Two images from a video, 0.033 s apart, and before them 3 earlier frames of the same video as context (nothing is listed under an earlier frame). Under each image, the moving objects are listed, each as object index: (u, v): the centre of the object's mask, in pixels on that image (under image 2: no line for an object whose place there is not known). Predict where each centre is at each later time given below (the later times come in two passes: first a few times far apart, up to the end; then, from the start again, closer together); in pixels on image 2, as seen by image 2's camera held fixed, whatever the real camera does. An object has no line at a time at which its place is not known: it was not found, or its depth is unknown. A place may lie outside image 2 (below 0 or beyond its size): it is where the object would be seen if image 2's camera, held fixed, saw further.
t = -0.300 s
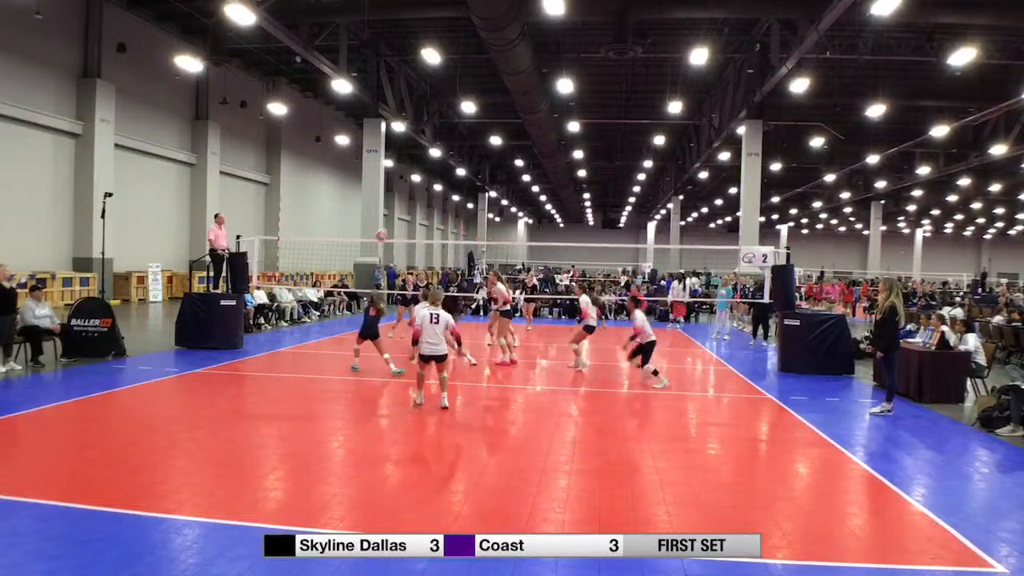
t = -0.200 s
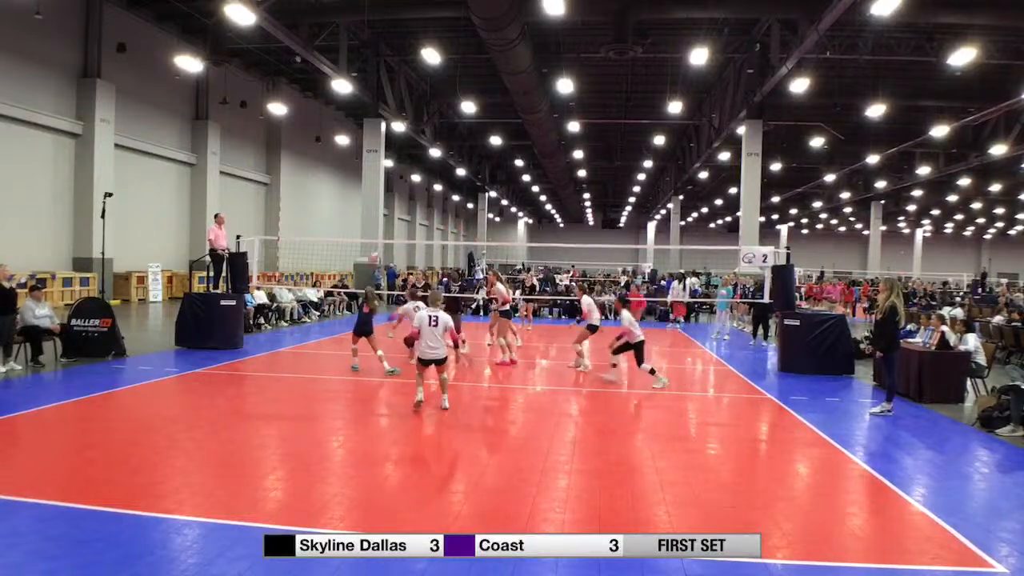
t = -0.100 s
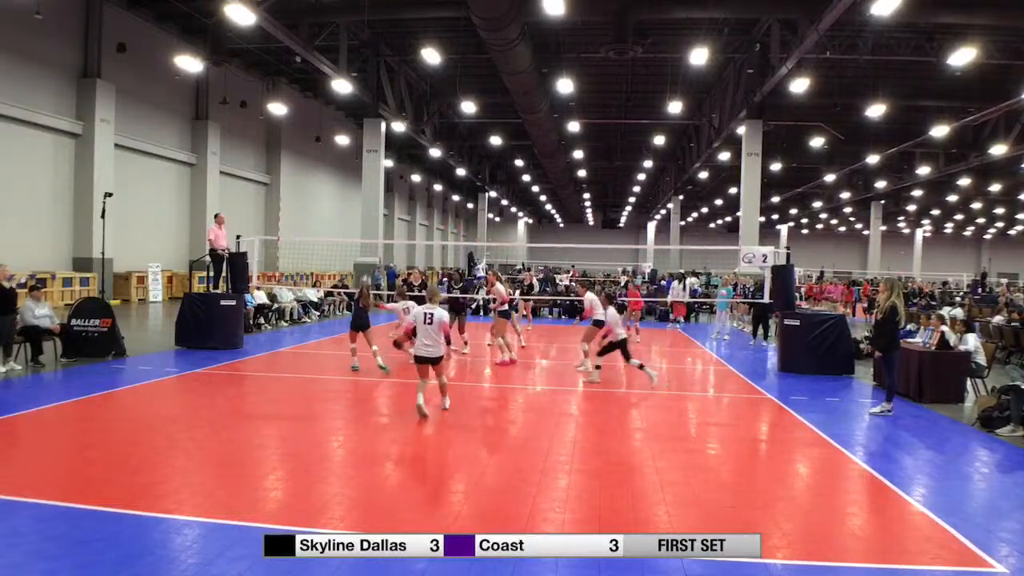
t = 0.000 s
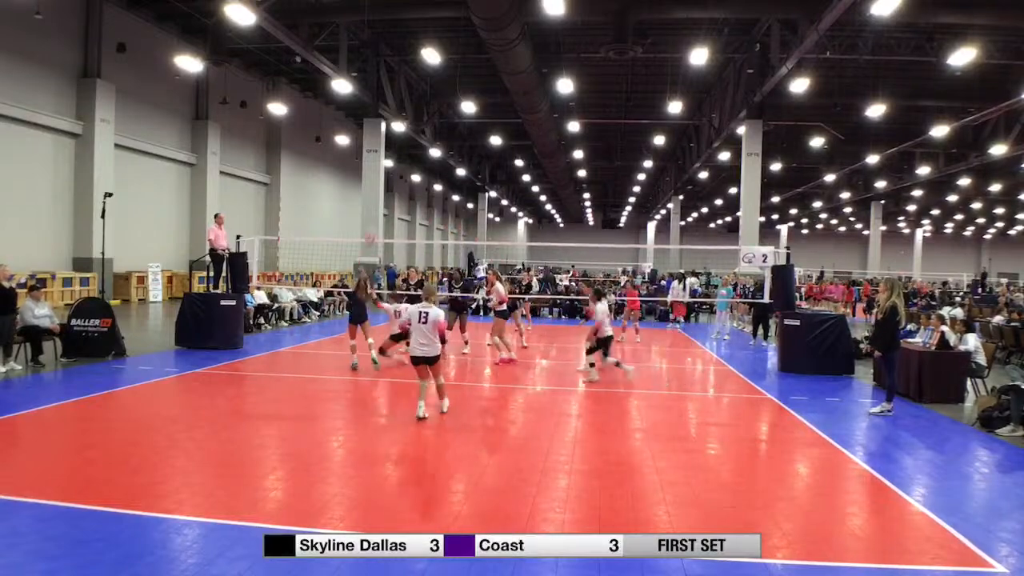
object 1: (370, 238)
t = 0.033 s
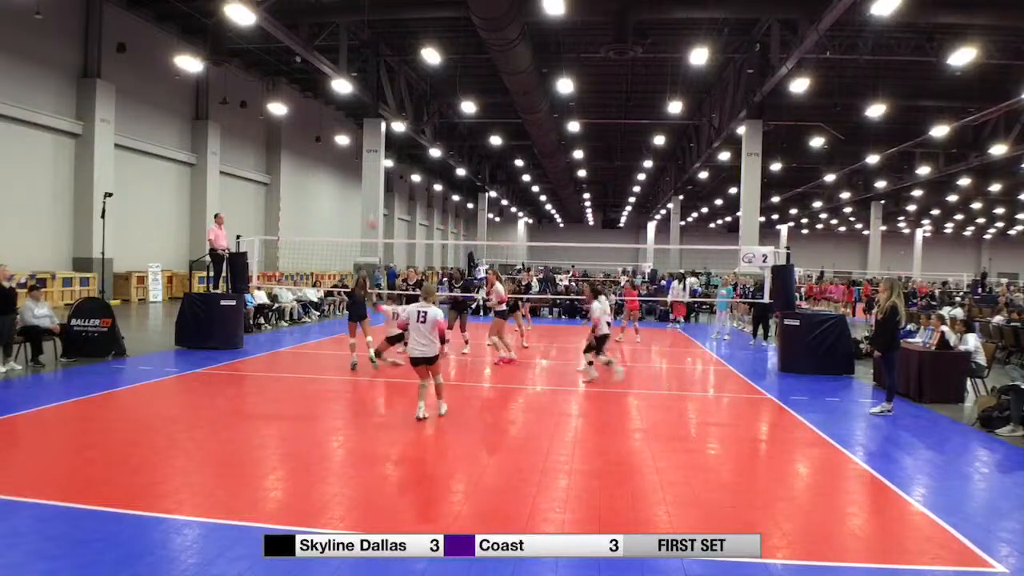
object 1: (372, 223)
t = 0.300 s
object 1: (391, 121)
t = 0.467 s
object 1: (402, 81)
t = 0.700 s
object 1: (417, 47)
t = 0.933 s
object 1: (434, 48)
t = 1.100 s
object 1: (445, 71)
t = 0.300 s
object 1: (391, 121)
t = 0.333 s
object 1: (393, 113)
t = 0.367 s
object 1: (396, 105)
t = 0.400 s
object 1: (398, 95)
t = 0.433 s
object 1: (400, 88)
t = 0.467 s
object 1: (402, 81)
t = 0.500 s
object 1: (404, 74)
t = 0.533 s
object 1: (407, 68)
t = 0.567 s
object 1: (409, 63)
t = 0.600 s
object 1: (411, 59)
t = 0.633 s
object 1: (413, 54)
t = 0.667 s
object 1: (415, 51)
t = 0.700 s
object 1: (417, 47)
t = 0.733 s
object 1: (419, 46)
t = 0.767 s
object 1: (422, 45)
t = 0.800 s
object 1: (424, 44)
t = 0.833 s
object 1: (427, 44)
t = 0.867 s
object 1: (429, 44)
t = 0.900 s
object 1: (431, 46)
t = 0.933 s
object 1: (434, 48)
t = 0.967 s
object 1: (437, 51)
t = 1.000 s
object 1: (440, 55)
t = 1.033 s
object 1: (443, 60)
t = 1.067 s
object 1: (445, 65)
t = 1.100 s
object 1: (445, 71)
